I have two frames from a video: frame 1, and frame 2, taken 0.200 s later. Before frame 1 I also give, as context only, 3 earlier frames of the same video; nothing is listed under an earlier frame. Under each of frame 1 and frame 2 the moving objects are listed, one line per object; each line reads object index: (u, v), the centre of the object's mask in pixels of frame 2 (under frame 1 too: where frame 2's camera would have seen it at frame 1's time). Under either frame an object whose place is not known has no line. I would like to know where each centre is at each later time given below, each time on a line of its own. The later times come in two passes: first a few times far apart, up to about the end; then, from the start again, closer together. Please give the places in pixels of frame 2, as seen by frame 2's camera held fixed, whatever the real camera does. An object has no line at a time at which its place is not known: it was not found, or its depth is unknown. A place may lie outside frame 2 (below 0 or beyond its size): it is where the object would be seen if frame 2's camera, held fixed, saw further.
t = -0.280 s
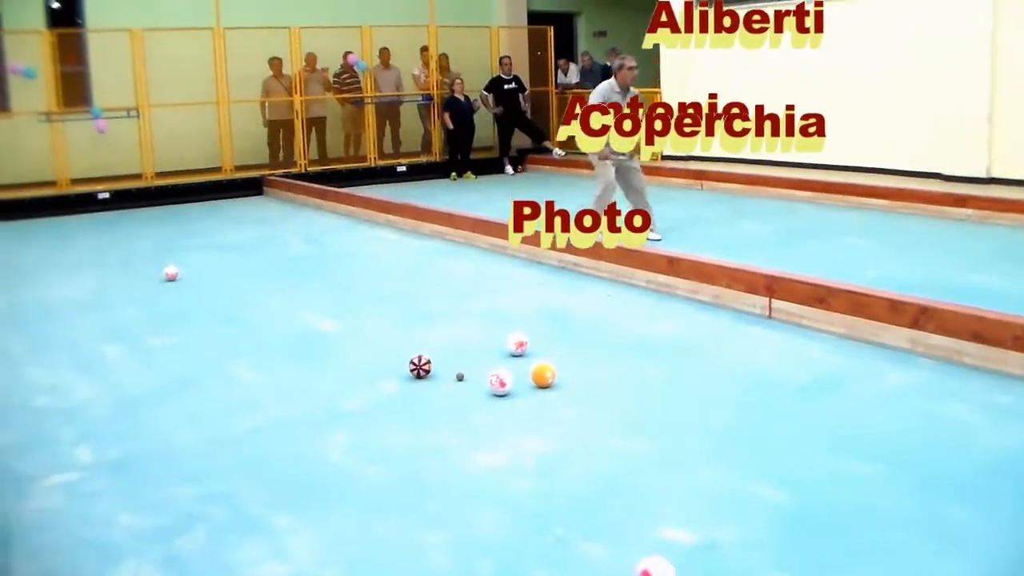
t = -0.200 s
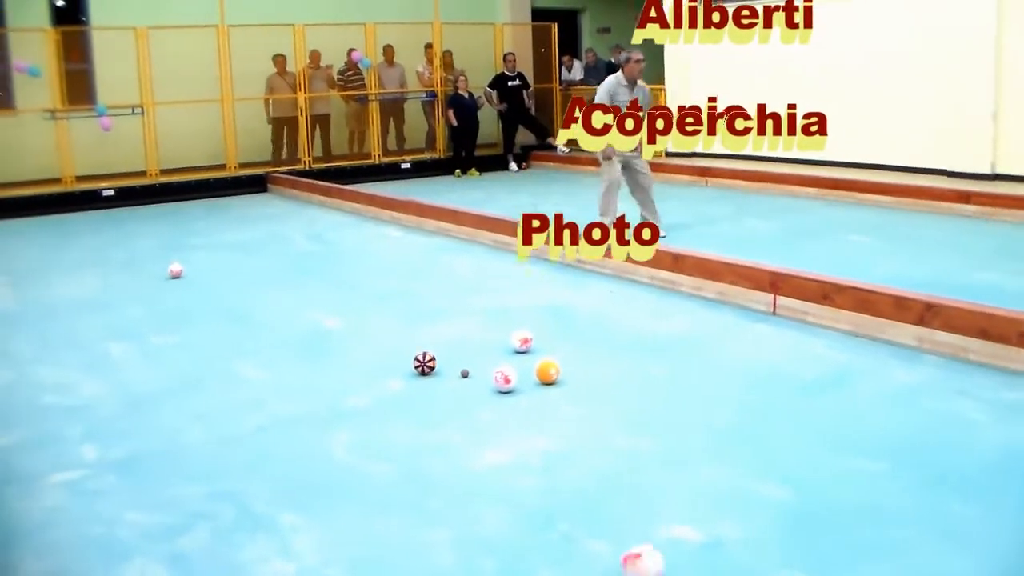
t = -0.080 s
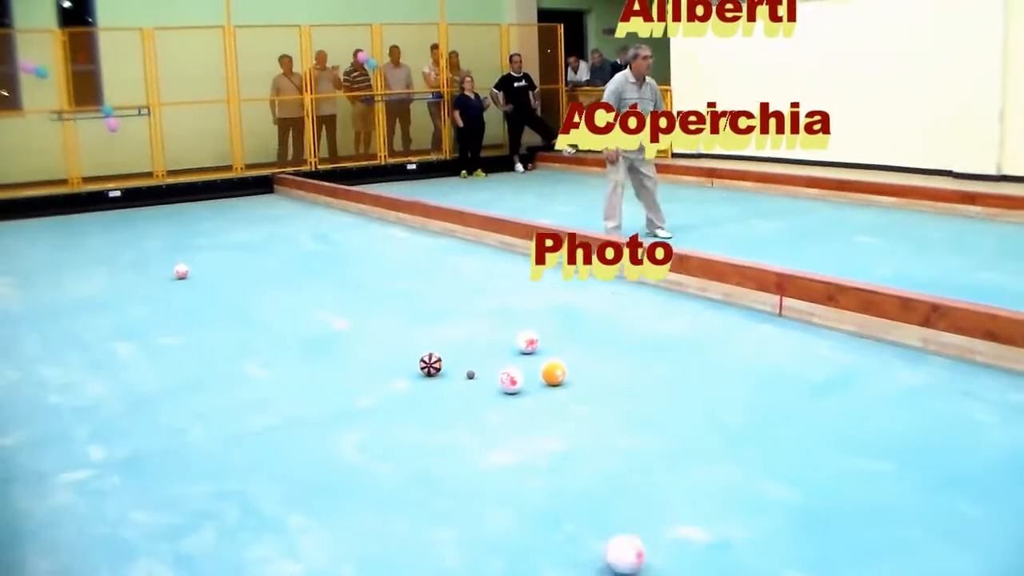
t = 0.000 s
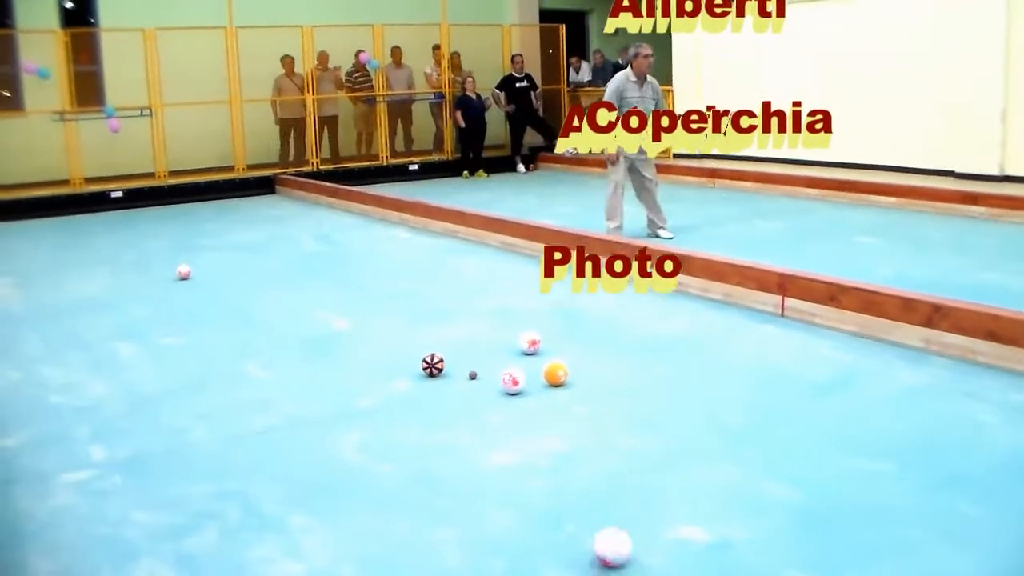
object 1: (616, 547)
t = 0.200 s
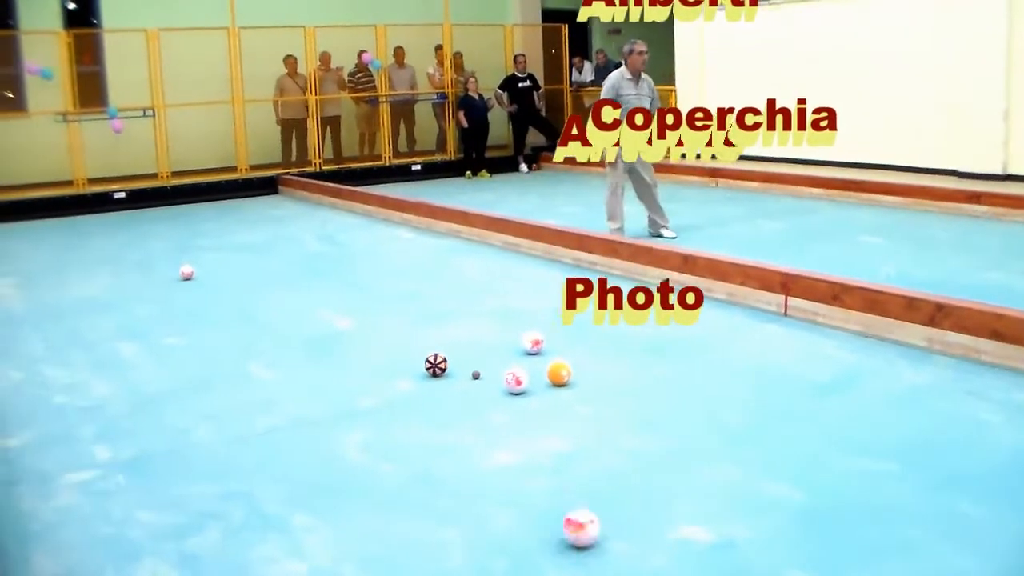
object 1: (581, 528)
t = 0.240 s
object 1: (575, 525)
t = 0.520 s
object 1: (534, 501)
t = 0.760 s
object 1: (504, 486)
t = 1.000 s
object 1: (480, 475)
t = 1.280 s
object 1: (455, 457)
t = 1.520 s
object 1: (436, 447)
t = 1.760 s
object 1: (422, 439)
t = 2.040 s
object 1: (406, 428)
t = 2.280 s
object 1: (396, 420)
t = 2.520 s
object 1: (385, 414)
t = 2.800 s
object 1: (375, 407)
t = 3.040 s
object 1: (367, 402)
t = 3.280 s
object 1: (360, 398)
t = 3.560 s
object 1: (354, 393)
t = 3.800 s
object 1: (350, 390)
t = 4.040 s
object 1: (347, 388)
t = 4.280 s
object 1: (346, 387)
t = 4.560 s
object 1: (344, 385)
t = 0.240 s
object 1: (575, 525)
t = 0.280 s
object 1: (568, 521)
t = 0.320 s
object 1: (563, 519)
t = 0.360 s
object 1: (555, 515)
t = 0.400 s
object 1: (551, 511)
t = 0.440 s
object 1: (545, 509)
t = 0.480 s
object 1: (539, 506)
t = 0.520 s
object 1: (534, 501)
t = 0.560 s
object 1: (529, 499)
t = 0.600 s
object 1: (524, 497)
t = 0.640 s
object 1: (520, 493)
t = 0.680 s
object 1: (513, 492)
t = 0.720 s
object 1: (509, 490)
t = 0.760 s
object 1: (504, 486)
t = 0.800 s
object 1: (500, 486)
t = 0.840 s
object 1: (495, 480)
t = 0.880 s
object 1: (491, 479)
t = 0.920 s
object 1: (487, 478)
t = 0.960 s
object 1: (483, 474)
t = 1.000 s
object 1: (480, 475)
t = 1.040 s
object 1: (477, 471)
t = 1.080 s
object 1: (472, 469)
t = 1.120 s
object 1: (469, 467)
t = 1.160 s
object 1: (466, 464)
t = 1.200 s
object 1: (462, 462)
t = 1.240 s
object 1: (458, 459)
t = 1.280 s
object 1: (455, 457)
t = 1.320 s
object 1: (451, 457)
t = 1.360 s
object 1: (448, 454)
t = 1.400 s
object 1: (445, 453)
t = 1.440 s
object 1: (441, 451)
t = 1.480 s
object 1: (440, 449)
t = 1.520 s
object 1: (436, 447)
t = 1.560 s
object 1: (435, 446)
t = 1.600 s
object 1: (432, 444)
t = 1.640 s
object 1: (429, 442)
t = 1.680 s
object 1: (427, 441)
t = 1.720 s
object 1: (425, 440)
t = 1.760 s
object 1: (422, 439)
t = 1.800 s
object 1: (420, 437)
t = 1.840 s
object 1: (417, 435)
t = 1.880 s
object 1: (414, 434)
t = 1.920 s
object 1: (412, 432)
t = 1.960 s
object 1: (410, 431)
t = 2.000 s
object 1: (409, 430)
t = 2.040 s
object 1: (406, 428)
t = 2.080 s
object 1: (405, 427)
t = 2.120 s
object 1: (403, 426)
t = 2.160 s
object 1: (401, 425)
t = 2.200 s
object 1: (399, 424)
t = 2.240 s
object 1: (397, 422)
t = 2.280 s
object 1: (396, 420)
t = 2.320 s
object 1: (394, 419)
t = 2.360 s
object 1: (392, 418)
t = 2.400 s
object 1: (390, 417)
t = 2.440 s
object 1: (388, 416)
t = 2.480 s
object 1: (387, 416)
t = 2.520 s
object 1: (385, 414)
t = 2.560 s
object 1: (384, 412)
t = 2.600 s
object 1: (382, 412)
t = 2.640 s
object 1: (381, 410)
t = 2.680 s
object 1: (379, 408)
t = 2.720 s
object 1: (377, 407)
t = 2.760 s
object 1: (376, 406)
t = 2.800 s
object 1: (375, 407)
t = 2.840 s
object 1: (373, 406)
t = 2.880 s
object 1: (372, 405)
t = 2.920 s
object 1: (371, 404)
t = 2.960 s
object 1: (369, 404)
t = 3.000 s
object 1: (368, 403)
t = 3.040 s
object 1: (367, 402)
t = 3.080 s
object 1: (365, 403)
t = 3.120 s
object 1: (365, 401)
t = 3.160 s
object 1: (364, 401)
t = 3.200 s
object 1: (362, 400)
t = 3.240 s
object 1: (361, 398)
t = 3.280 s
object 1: (360, 398)
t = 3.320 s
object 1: (359, 397)
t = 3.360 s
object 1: (358, 397)
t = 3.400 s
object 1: (357, 396)
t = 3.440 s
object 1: (357, 396)
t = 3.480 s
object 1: (356, 395)
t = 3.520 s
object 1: (356, 394)
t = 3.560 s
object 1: (354, 393)
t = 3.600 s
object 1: (352, 392)
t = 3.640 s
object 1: (352, 392)
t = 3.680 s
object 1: (352, 391)
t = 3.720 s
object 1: (351, 391)
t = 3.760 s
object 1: (350, 391)
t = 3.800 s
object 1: (350, 390)
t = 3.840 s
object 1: (350, 390)
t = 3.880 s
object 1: (349, 389)
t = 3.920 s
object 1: (348, 389)
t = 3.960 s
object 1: (348, 388)
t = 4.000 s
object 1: (348, 388)
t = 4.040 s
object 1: (347, 388)
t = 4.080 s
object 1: (347, 388)
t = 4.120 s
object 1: (347, 387)
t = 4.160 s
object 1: (346, 387)
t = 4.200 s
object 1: (346, 387)
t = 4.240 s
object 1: (346, 387)
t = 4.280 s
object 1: (346, 387)
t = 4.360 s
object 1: (345, 386)
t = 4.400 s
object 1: (345, 386)
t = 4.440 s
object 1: (345, 386)
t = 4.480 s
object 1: (345, 386)
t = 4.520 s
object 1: (344, 385)
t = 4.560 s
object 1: (344, 385)
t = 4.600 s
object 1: (344, 385)
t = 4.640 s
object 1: (344, 385)
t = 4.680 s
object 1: (344, 385)
